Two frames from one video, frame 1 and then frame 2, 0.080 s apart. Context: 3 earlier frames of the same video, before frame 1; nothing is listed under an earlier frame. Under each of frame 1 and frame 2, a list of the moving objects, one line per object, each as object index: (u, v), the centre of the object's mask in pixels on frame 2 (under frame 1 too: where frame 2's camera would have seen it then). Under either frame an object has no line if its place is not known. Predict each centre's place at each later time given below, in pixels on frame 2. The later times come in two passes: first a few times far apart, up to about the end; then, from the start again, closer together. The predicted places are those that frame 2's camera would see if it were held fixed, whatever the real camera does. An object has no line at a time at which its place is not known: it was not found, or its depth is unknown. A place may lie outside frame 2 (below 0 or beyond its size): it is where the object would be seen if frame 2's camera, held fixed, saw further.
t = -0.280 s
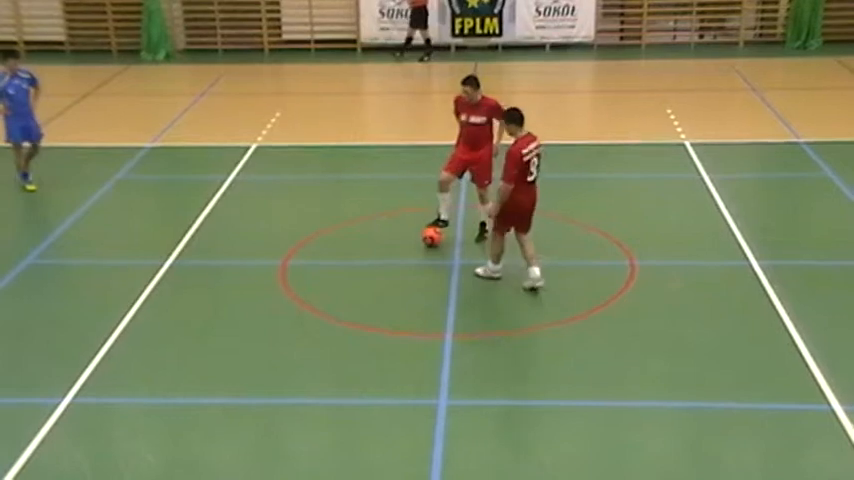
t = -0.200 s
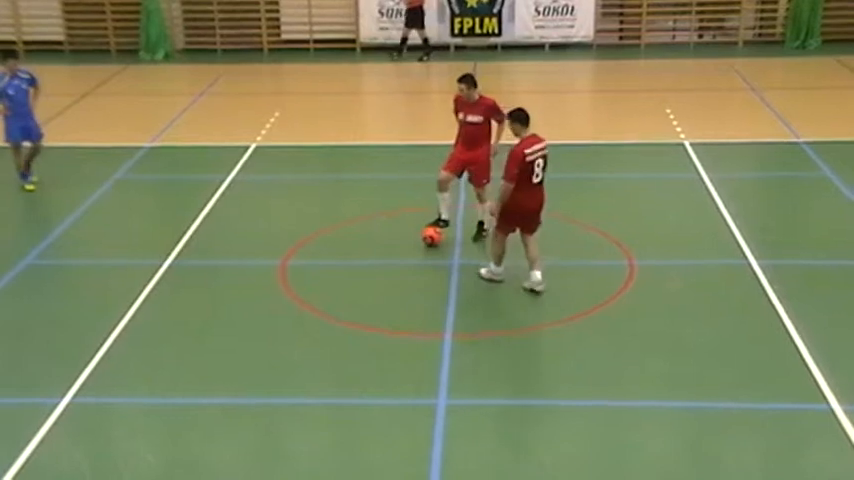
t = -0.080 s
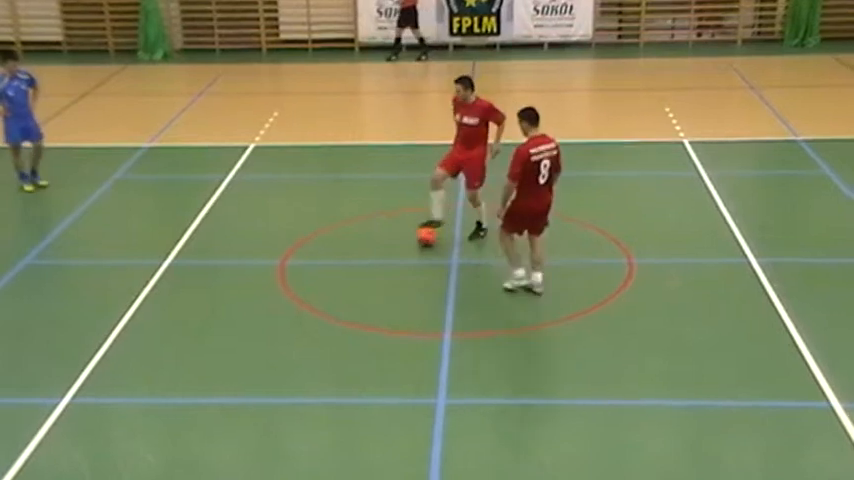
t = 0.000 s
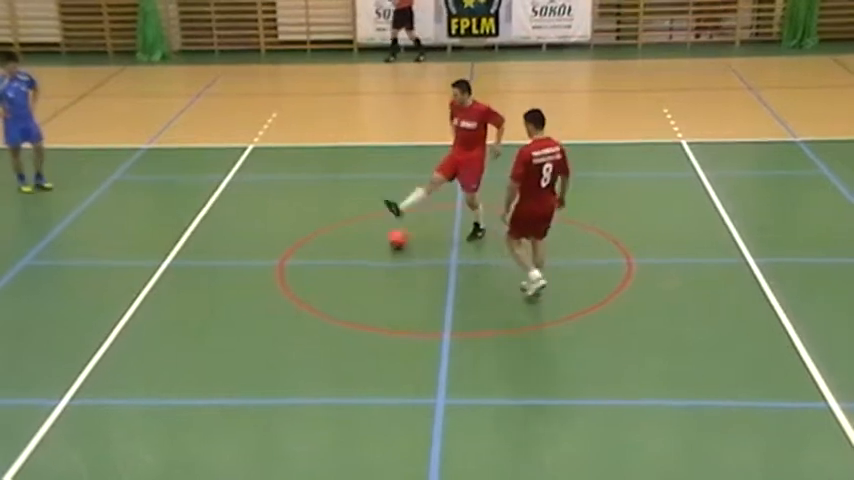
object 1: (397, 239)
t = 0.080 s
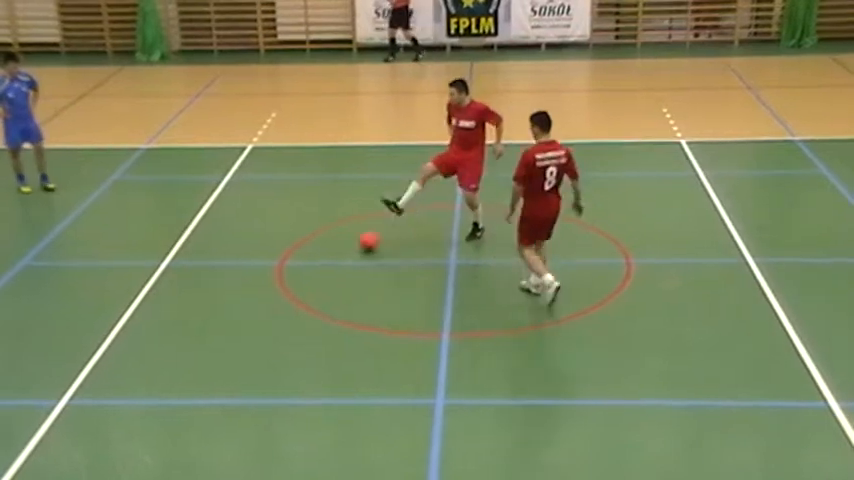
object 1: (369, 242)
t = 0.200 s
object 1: (325, 245)
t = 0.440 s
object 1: (238, 252)
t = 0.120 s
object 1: (354, 243)
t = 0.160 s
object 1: (339, 245)
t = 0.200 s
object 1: (325, 245)
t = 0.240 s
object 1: (309, 248)
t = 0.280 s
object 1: (295, 248)
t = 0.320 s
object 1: (280, 250)
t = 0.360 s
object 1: (266, 251)
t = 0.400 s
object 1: (251, 251)
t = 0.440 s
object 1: (238, 252)
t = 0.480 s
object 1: (223, 254)
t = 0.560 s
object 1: (195, 256)
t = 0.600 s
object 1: (182, 258)
